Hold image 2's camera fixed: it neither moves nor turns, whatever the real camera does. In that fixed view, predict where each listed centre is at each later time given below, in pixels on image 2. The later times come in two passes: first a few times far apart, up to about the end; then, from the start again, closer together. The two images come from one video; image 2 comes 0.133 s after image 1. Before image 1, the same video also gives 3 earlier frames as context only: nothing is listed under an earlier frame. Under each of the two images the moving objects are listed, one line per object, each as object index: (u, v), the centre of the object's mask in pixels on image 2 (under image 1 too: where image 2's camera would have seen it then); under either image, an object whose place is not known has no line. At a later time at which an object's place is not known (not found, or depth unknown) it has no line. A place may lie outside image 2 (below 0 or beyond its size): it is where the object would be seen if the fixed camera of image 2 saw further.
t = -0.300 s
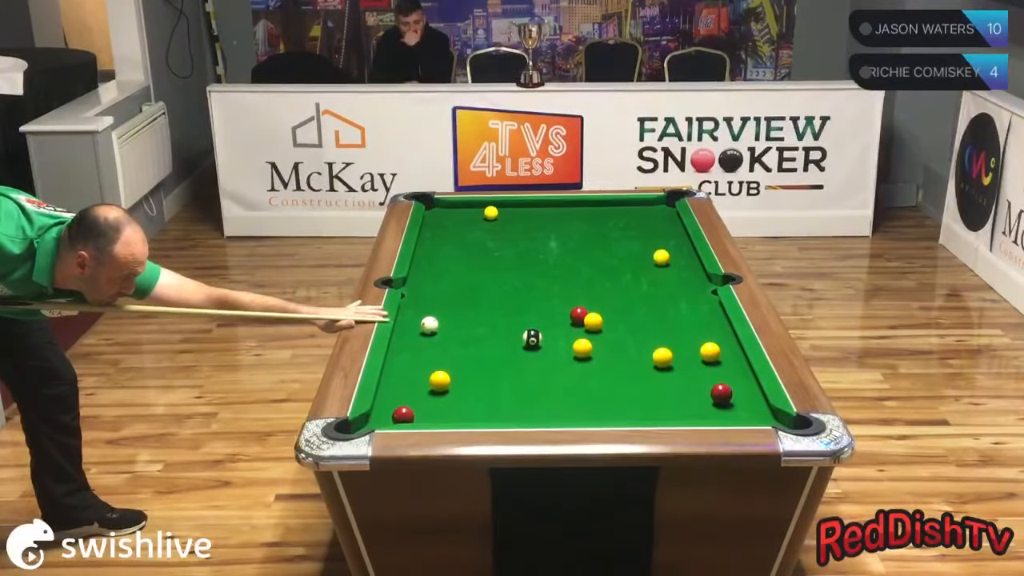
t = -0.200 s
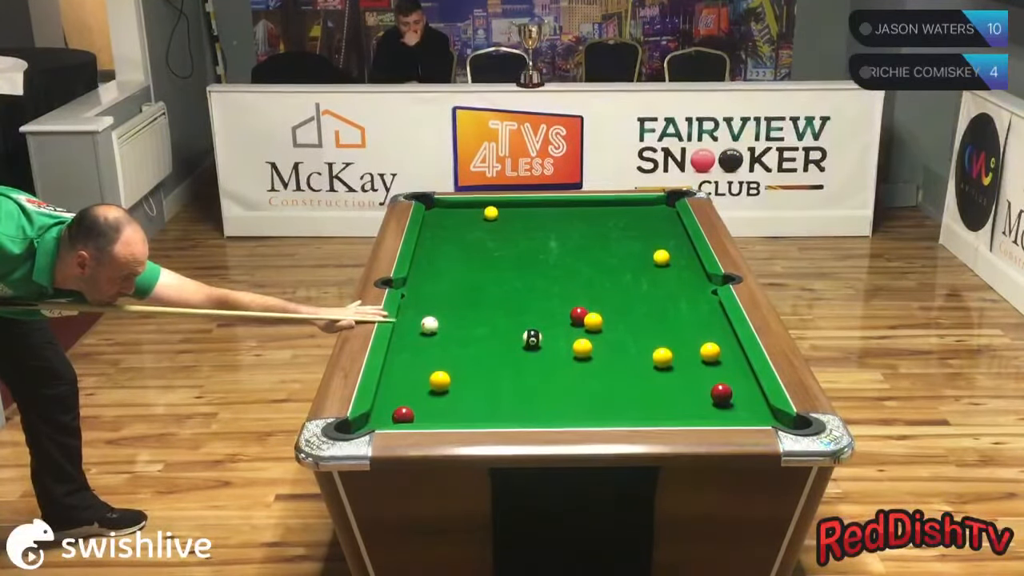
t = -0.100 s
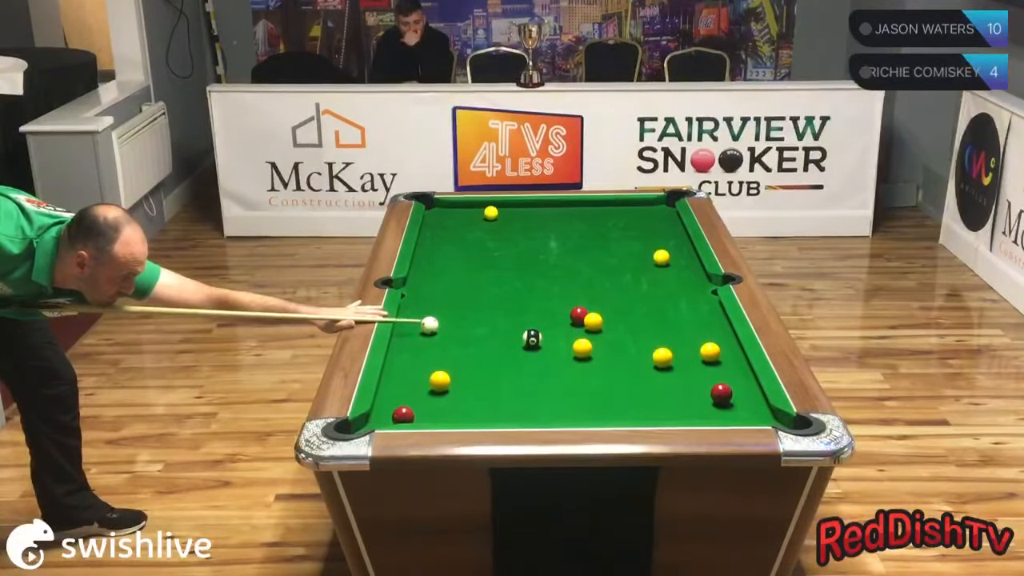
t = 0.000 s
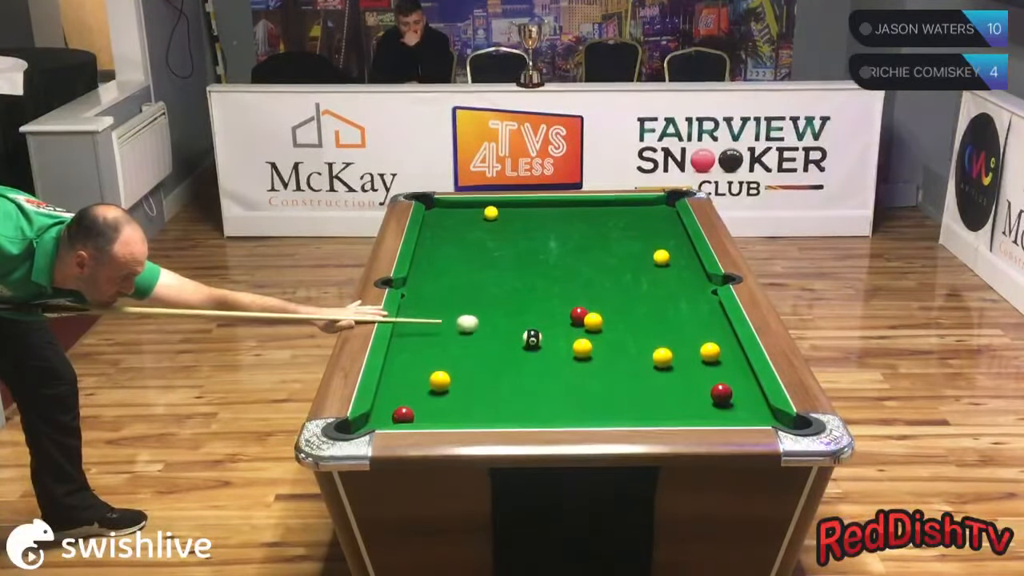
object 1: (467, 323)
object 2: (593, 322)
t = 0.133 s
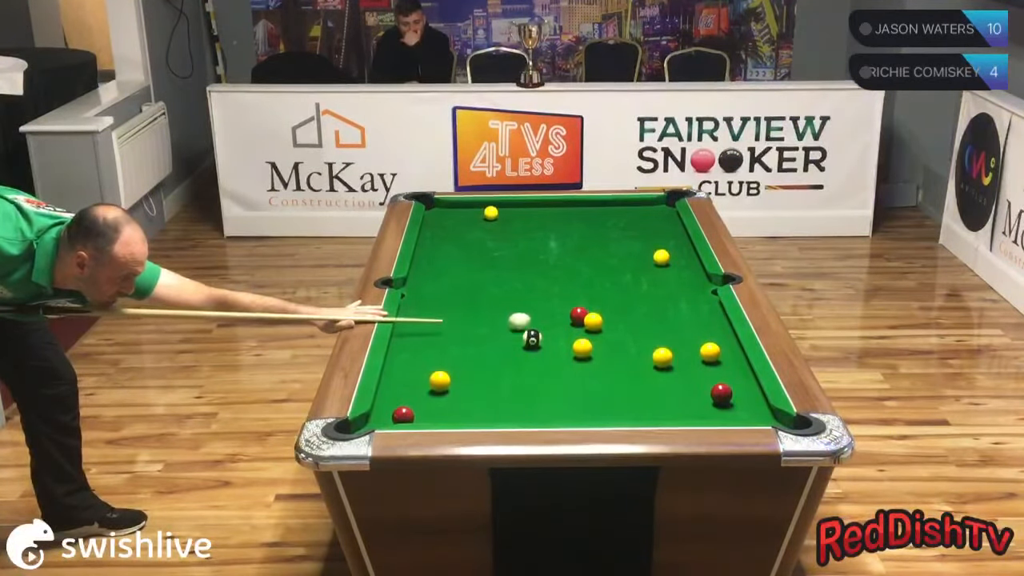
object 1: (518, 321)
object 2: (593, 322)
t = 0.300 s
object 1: (570, 322)
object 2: (593, 322)
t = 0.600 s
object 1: (590, 335)
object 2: (612, 321)
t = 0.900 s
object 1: (606, 350)
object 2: (630, 319)
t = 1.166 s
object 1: (620, 362)
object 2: (644, 318)
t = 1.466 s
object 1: (635, 374)
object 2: (657, 318)
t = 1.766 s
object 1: (649, 386)
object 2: (667, 317)
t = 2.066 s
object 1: (662, 398)
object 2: (675, 316)
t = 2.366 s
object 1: (673, 407)
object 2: (680, 316)
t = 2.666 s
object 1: (683, 413)
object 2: (682, 316)
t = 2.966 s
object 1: (688, 413)
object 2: (683, 315)
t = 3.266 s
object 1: (691, 410)
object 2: (683, 315)
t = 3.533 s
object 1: (692, 410)
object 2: (683, 315)
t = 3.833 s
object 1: (694, 409)
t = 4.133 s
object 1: (694, 408)
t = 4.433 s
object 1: (694, 408)
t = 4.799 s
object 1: (693, 408)
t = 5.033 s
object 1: (694, 409)
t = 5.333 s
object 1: (694, 409)
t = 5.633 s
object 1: (694, 409)
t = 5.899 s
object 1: (693, 409)
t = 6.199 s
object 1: (694, 409)
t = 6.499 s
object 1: (693, 409)
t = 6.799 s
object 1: (694, 409)
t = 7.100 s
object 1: (694, 409)
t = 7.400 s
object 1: (694, 409)
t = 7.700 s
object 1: (694, 409)
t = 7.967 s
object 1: (694, 409)
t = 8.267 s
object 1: (693, 409)
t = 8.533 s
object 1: (693, 409)
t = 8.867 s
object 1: (694, 409)
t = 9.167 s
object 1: (694, 409)
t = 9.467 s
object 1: (693, 409)
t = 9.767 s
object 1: (693, 409)
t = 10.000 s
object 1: (693, 409)
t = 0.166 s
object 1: (532, 320)
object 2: (593, 322)
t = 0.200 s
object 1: (545, 320)
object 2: (593, 322)
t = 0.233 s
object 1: (558, 320)
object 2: (593, 322)
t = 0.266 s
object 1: (566, 321)
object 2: (593, 322)
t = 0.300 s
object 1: (570, 322)
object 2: (593, 322)
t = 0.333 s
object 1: (574, 324)
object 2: (593, 322)
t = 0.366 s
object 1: (576, 325)
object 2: (595, 321)
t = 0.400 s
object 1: (578, 327)
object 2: (598, 321)
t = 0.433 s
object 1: (580, 328)
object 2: (600, 321)
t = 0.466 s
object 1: (582, 329)
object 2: (603, 321)
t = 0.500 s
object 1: (584, 331)
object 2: (605, 321)
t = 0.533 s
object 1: (586, 332)
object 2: (608, 321)
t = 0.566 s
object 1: (588, 333)
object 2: (610, 321)
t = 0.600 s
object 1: (590, 335)
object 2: (612, 321)
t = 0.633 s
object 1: (592, 336)
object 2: (614, 320)
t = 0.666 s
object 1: (594, 338)
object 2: (616, 320)
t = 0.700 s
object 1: (596, 340)
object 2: (618, 320)
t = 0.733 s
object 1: (598, 342)
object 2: (621, 320)
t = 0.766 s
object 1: (599, 344)
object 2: (622, 320)
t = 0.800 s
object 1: (601, 345)
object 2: (624, 320)
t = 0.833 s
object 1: (603, 347)
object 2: (626, 320)
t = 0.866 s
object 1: (604, 348)
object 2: (628, 320)
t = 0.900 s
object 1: (606, 350)
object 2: (630, 319)
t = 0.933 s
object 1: (608, 351)
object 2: (632, 319)
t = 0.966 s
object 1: (610, 353)
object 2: (634, 319)
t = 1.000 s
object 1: (611, 354)
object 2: (636, 319)
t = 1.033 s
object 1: (613, 356)
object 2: (637, 319)
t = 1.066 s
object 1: (615, 357)
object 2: (639, 319)
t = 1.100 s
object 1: (617, 359)
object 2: (641, 319)
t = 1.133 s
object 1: (619, 360)
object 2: (643, 319)
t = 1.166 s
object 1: (620, 362)
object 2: (644, 318)
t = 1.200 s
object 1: (622, 363)
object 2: (646, 318)
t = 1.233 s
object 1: (624, 364)
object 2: (647, 318)
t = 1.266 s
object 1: (625, 366)
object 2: (649, 318)
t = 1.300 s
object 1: (627, 367)
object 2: (650, 318)
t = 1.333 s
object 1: (629, 369)
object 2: (652, 318)
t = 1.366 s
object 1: (630, 370)
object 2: (653, 318)
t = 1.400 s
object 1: (632, 371)
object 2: (654, 318)
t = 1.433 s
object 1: (633, 373)
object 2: (656, 318)
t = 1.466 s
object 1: (635, 374)
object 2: (657, 318)
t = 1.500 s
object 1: (637, 376)
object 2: (658, 318)
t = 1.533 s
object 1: (638, 377)
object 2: (660, 318)
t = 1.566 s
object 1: (640, 378)
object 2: (661, 318)
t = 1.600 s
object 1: (641, 380)
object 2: (662, 318)
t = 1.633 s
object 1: (643, 381)
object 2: (663, 318)
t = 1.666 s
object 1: (644, 382)
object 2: (664, 317)
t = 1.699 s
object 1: (646, 384)
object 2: (665, 317)
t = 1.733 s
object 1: (647, 385)
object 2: (666, 317)
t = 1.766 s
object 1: (649, 386)
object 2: (667, 317)
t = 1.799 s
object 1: (650, 388)
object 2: (668, 317)
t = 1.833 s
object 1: (652, 389)
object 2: (669, 317)
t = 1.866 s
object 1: (653, 390)
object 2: (670, 317)
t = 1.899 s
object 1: (654, 392)
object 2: (671, 317)
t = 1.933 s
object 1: (656, 393)
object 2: (672, 317)
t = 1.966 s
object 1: (657, 394)
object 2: (673, 317)
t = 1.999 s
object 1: (659, 395)
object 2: (673, 317)
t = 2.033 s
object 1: (660, 396)
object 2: (674, 316)
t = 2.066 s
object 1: (662, 398)
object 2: (675, 316)
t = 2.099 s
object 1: (663, 399)
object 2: (676, 317)
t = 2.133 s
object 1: (664, 400)
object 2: (676, 316)
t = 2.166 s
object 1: (665, 401)
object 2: (677, 316)
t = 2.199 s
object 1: (667, 402)
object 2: (678, 316)
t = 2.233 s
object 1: (668, 403)
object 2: (678, 316)
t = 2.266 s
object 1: (669, 404)
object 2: (679, 316)
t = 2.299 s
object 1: (670, 405)
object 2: (679, 316)
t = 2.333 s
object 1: (672, 407)
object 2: (680, 316)
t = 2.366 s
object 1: (673, 407)
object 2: (680, 316)
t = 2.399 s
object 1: (674, 409)
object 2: (680, 316)
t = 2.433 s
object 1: (675, 409)
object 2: (681, 316)
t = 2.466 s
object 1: (676, 410)
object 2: (681, 316)
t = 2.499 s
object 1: (678, 410)
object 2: (681, 316)
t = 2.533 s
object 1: (679, 411)
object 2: (682, 316)
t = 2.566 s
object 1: (680, 411)
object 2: (682, 316)
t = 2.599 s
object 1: (681, 412)
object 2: (682, 316)
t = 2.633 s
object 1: (682, 413)
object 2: (682, 316)
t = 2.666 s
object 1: (683, 413)
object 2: (682, 316)
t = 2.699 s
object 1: (684, 414)
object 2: (683, 315)
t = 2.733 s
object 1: (685, 415)
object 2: (683, 316)
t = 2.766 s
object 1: (686, 415)
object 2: (683, 315)
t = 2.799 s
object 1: (687, 416)
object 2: (683, 316)
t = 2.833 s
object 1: (687, 415)
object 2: (683, 315)
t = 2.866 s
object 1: (687, 415)
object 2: (683, 315)
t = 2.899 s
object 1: (688, 414)
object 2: (683, 315)
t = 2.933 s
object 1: (688, 414)
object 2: (683, 315)
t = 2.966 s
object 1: (688, 413)
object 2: (683, 315)
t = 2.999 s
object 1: (688, 413)
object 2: (683, 315)
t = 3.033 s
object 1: (689, 413)
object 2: (683, 315)
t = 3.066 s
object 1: (689, 412)
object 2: (683, 315)
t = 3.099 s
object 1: (689, 412)
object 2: (683, 315)
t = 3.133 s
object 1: (690, 412)
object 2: (683, 315)
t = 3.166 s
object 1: (690, 411)
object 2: (683, 315)
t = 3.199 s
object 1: (690, 411)
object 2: (683, 315)
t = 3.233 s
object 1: (690, 411)
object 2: (683, 315)
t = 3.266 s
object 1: (691, 410)
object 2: (683, 315)
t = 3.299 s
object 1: (691, 410)
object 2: (683, 315)
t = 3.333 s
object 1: (691, 409)
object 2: (683, 315)
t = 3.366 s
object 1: (691, 409)
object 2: (683, 315)
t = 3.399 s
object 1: (692, 409)
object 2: (683, 315)
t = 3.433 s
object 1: (692, 409)
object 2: (683, 315)
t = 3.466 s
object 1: (692, 410)
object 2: (683, 315)
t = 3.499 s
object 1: (692, 410)
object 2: (683, 315)
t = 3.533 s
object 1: (692, 410)
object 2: (683, 315)
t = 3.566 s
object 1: (692, 410)
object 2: (683, 315)
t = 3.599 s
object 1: (693, 409)
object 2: (683, 315)
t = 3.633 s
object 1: (693, 409)
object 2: (683, 316)
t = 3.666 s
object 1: (693, 409)
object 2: (683, 316)
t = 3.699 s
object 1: (693, 409)
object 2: (683, 316)
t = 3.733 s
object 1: (693, 409)
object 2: (683, 315)
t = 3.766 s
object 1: (693, 409)
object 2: (683, 316)
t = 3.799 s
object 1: (694, 409)
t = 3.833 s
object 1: (694, 409)
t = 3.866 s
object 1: (693, 409)
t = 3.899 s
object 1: (694, 409)
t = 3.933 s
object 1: (693, 409)
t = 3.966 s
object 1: (693, 408)
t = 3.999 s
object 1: (694, 409)
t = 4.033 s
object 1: (694, 409)
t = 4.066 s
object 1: (694, 409)
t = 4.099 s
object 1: (694, 408)
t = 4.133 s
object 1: (694, 408)
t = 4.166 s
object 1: (694, 409)
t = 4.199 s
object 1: (694, 408)
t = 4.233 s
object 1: (694, 408)
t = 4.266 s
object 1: (694, 408)
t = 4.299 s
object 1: (694, 408)
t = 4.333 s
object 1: (694, 408)
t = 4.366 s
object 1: (694, 408)
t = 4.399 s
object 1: (693, 408)
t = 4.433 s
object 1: (694, 408)
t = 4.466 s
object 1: (694, 408)
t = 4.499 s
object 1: (700, 408)
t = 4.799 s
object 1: (693, 408)
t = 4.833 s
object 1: (693, 409)
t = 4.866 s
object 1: (693, 409)
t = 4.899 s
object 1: (694, 409)
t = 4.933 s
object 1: (693, 409)
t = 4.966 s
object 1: (693, 409)
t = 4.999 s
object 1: (694, 409)
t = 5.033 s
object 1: (694, 409)
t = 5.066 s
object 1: (694, 409)
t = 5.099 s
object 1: (694, 409)
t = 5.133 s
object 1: (694, 409)
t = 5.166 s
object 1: (694, 409)
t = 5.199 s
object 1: (694, 409)
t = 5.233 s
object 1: (694, 409)
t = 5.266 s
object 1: (694, 409)
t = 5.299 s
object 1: (693, 409)
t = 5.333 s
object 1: (694, 409)
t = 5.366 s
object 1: (694, 409)
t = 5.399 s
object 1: (694, 408)
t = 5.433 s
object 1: (694, 408)
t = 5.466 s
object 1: (693, 409)
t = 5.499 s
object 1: (693, 409)
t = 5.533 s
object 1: (694, 409)
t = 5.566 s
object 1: (694, 409)
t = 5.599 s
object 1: (694, 409)
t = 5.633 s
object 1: (694, 409)
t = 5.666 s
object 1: (694, 409)
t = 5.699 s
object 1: (694, 409)
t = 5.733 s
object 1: (693, 409)
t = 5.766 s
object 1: (694, 409)
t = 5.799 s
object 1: (694, 409)
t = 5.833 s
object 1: (694, 409)
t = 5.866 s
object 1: (693, 409)
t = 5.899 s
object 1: (693, 409)
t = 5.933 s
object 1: (693, 409)
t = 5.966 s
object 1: (694, 409)
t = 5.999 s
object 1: (694, 409)
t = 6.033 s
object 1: (693, 409)
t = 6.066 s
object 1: (693, 409)
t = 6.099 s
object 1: (694, 409)
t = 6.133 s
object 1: (693, 409)
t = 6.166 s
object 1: (694, 409)
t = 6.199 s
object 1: (694, 409)
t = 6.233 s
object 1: (693, 409)
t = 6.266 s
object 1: (693, 409)
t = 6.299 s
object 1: (694, 409)
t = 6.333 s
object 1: (693, 409)
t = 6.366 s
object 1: (693, 409)
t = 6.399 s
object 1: (693, 409)
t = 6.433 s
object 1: (694, 409)
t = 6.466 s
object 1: (693, 409)
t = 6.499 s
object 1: (693, 409)
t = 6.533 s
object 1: (693, 409)
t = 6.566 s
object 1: (694, 409)
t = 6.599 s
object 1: (694, 409)
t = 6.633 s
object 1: (693, 409)
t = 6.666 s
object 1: (693, 409)
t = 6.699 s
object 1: (693, 409)
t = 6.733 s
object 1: (694, 409)
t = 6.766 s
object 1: (694, 409)
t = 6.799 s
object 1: (694, 409)
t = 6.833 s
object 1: (693, 409)
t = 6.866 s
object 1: (694, 409)
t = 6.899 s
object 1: (694, 409)
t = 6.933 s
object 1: (694, 409)
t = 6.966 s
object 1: (694, 409)
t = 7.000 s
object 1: (693, 409)
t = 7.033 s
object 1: (693, 409)
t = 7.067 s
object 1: (694, 409)
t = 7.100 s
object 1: (694, 409)
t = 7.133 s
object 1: (693, 409)
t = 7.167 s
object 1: (693, 409)
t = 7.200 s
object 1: (693, 409)
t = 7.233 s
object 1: (693, 409)
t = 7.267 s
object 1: (693, 409)
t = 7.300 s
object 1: (693, 409)
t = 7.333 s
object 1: (694, 409)
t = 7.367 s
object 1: (693, 409)
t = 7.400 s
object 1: (694, 409)
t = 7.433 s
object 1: (693, 409)
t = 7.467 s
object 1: (694, 409)
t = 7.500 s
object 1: (694, 409)
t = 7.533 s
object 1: (694, 409)
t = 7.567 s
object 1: (694, 409)
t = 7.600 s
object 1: (694, 409)
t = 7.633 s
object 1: (694, 409)
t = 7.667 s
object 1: (694, 409)
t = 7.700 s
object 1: (694, 409)
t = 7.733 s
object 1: (694, 409)
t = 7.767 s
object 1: (694, 409)
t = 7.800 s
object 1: (693, 409)
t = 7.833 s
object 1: (693, 409)
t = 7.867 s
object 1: (693, 409)
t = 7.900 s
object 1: (694, 409)
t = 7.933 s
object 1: (694, 409)
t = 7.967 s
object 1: (694, 409)
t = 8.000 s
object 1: (694, 409)
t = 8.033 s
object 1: (693, 409)
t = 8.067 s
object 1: (694, 409)
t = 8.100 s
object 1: (693, 409)
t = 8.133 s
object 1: (693, 409)
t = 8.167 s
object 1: (693, 409)
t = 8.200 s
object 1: (694, 409)
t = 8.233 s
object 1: (693, 409)
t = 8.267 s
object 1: (693, 409)
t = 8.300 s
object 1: (693, 409)
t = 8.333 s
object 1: (694, 409)
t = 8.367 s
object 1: (693, 409)
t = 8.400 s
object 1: (693, 409)
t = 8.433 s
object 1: (693, 409)
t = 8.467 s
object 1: (693, 409)
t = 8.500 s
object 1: (693, 409)
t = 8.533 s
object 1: (693, 409)
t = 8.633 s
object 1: (693, 409)
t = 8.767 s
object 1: (693, 409)
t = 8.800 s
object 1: (693, 409)
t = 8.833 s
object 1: (693, 409)
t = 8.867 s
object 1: (694, 409)
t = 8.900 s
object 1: (693, 409)
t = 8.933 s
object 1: (693, 409)
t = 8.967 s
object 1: (693, 409)
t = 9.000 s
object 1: (694, 409)
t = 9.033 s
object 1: (693, 409)
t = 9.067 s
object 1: (694, 409)
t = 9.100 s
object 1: (693, 409)
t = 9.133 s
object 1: (693, 409)
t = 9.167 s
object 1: (694, 409)
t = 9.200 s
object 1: (694, 409)
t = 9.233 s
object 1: (693, 409)
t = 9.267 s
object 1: (693, 409)
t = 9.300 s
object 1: (693, 409)
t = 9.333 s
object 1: (694, 409)
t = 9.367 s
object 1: (694, 409)
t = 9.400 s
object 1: (694, 409)
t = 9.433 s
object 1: (693, 409)
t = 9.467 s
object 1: (693, 409)
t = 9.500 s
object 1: (693, 409)
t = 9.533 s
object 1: (693, 409)
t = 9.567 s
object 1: (693, 409)
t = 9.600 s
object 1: (693, 409)
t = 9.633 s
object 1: (693, 409)
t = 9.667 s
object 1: (693, 409)
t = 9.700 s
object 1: (693, 409)
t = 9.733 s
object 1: (693, 409)
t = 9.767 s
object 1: (693, 409)
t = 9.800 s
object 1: (693, 409)
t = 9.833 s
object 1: (693, 409)
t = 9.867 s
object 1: (693, 409)
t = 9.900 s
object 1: (693, 409)
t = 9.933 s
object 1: (693, 409)
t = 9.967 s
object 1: (694, 409)
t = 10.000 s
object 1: (693, 409)
